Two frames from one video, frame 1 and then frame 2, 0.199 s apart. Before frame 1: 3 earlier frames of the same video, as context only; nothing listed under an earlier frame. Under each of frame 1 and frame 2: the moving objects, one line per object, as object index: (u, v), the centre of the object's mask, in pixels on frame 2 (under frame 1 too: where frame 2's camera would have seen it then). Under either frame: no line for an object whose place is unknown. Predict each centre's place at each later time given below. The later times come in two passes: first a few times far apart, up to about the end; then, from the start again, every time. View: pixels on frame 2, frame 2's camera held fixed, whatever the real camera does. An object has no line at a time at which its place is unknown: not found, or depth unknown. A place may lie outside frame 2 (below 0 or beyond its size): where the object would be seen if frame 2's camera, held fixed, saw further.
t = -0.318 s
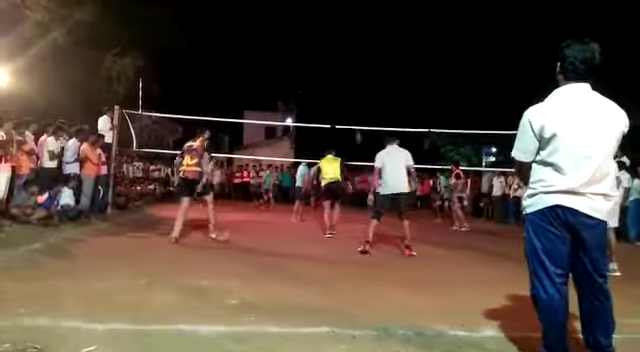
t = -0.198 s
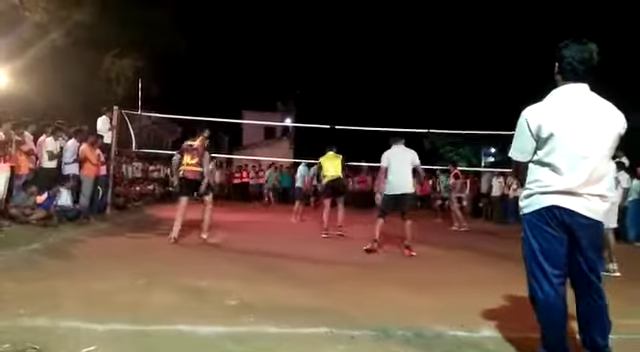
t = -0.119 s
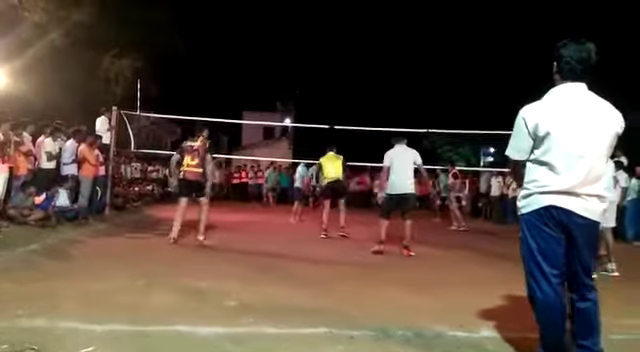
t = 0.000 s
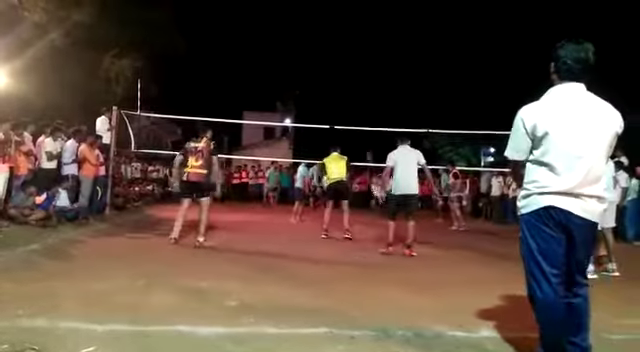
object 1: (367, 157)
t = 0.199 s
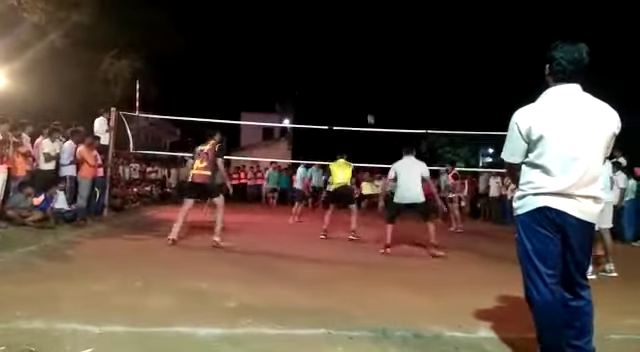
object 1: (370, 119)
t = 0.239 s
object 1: (371, 112)
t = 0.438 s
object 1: (373, 84)
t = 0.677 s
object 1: (380, 64)
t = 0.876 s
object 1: (386, 64)
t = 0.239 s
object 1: (371, 112)
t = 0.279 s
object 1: (372, 106)
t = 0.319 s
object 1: (372, 100)
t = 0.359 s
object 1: (371, 94)
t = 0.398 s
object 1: (373, 89)
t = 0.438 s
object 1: (373, 84)
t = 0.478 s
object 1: (374, 79)
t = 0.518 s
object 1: (375, 75)
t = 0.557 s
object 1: (376, 72)
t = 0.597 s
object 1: (377, 69)
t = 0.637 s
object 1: (379, 66)
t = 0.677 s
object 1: (380, 64)
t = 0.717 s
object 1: (380, 63)
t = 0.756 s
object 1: (382, 62)
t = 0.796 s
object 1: (383, 62)
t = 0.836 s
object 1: (385, 63)
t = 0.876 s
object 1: (386, 64)
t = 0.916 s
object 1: (387, 66)
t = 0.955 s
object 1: (388, 70)
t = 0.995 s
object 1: (389, 73)
